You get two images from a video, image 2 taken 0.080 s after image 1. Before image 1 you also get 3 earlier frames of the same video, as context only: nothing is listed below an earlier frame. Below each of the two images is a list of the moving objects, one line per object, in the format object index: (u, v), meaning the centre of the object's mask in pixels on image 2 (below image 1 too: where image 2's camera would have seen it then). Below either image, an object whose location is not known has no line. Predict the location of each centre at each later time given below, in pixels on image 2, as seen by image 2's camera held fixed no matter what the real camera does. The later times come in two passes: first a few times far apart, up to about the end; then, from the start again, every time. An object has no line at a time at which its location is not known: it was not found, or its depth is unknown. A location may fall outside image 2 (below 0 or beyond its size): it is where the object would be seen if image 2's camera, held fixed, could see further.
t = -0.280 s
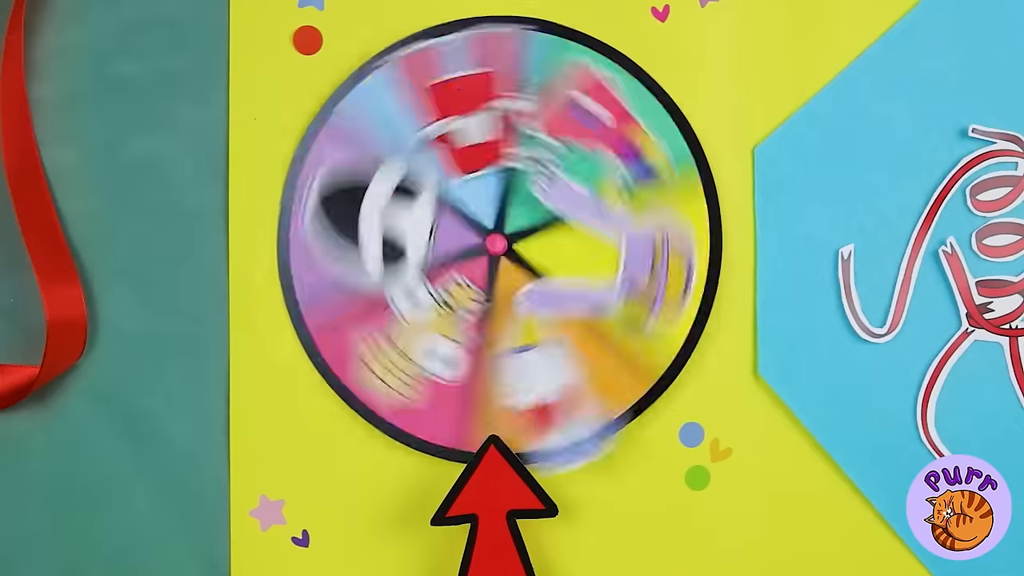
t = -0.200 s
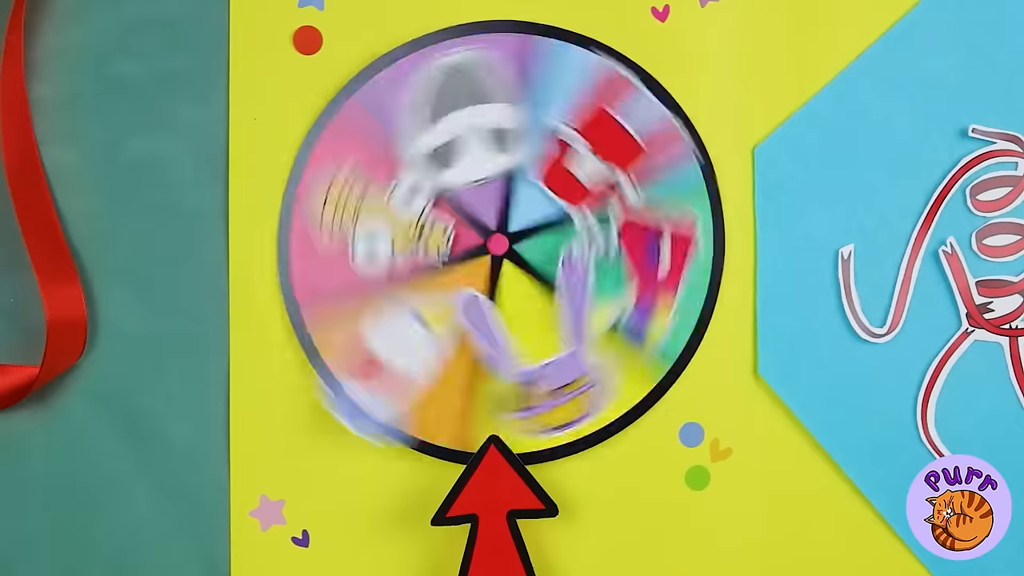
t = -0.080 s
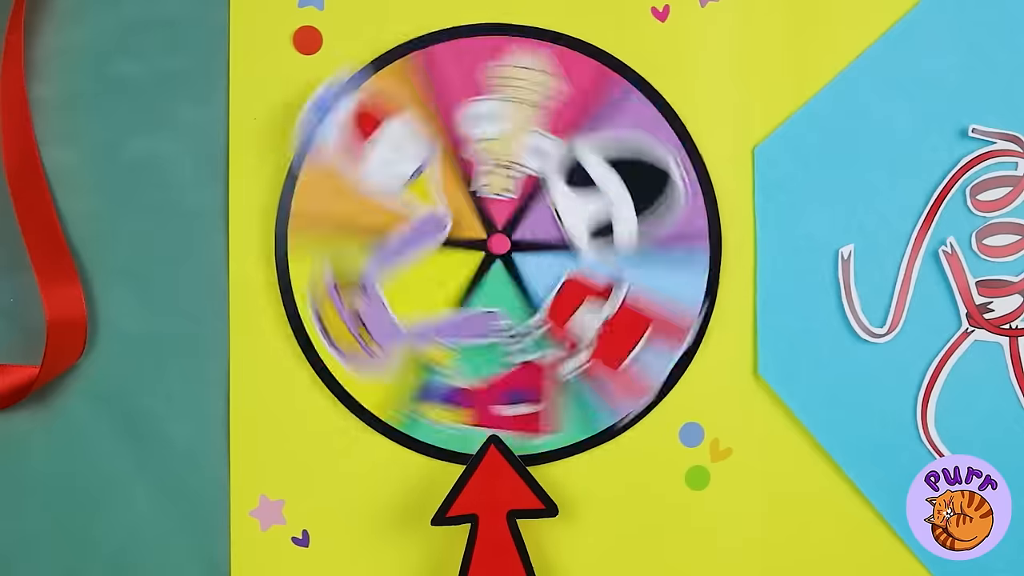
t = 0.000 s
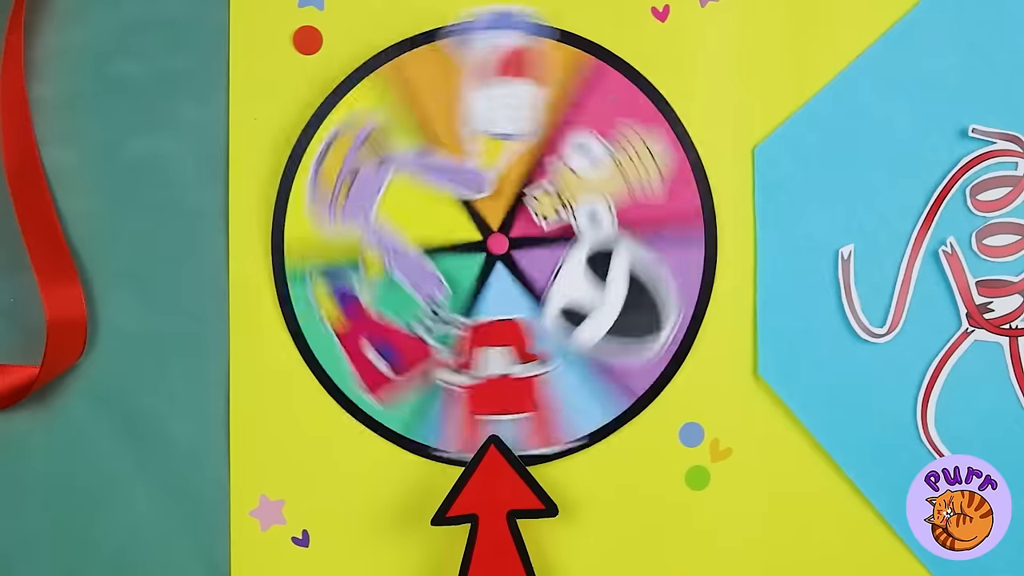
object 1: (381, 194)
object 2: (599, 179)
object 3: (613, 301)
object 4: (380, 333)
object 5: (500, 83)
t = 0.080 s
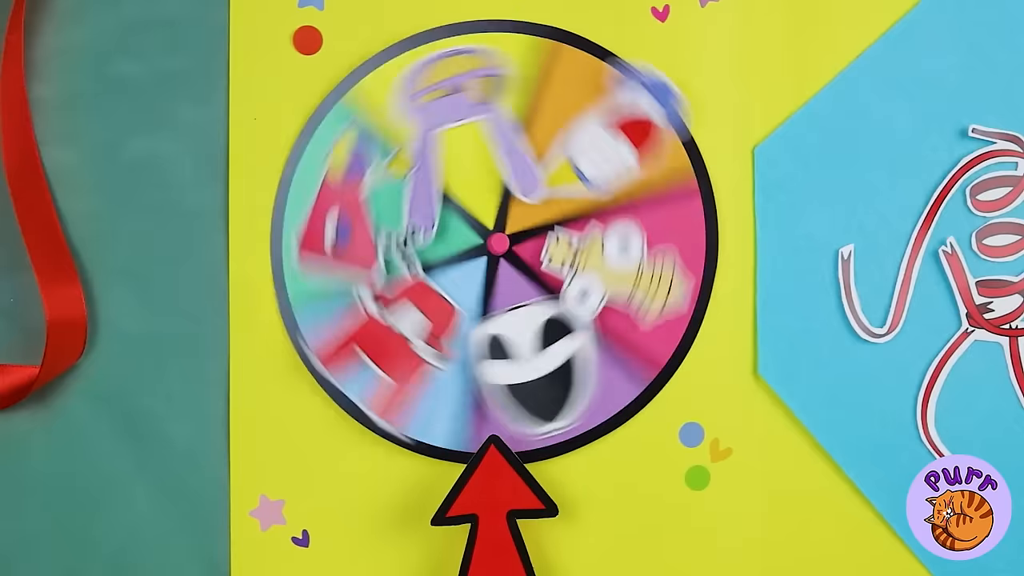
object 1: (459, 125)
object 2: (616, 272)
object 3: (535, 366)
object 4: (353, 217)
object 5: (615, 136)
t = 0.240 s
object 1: (608, 187)
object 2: (486, 365)
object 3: (382, 300)
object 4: (510, 99)
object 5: (622, 341)
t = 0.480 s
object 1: (545, 361)
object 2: (379, 223)
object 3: (457, 124)
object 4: (641, 264)
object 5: (390, 365)
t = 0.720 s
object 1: (411, 336)
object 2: (470, 126)
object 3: (591, 157)
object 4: (543, 383)
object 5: (344, 192)
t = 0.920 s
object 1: (371, 253)
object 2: (557, 138)
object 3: (625, 242)
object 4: (435, 376)
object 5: (420, 102)
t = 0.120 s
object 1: (505, 119)
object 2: (597, 313)
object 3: (488, 371)
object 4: (374, 165)
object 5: (645, 185)
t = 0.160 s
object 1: (547, 130)
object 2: (566, 346)
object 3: (441, 361)
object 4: (414, 125)
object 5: (653, 242)
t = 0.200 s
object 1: (582, 154)
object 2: (526, 362)
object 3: (405, 334)
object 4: (459, 103)
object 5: (645, 294)
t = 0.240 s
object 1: (608, 187)
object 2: (486, 365)
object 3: (382, 300)
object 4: (510, 99)
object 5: (622, 341)
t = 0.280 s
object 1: (621, 223)
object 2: (448, 356)
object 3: (372, 260)
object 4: (553, 109)
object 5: (588, 377)
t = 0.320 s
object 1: (621, 261)
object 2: (416, 337)
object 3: (373, 220)
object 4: (589, 132)
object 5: (543, 399)
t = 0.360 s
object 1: (611, 297)
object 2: (394, 311)
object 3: (386, 187)
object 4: (617, 161)
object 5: (501, 395)
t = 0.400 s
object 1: (594, 324)
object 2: (382, 282)
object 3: (405, 159)
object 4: (634, 194)
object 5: (457, 397)
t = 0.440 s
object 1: (570, 346)
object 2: (376, 252)
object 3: (430, 138)
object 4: (643, 230)
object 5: (421, 388)
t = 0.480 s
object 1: (545, 361)
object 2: (379, 223)
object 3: (457, 124)
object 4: (641, 264)
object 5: (390, 365)
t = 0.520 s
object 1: (522, 368)
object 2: (386, 197)
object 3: (484, 118)
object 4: (634, 294)
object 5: (366, 339)
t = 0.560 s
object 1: (494, 371)
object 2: (399, 175)
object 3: (511, 118)
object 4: (622, 320)
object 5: (350, 310)
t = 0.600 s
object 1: (469, 367)
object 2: (415, 156)
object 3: (535, 122)
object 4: (604, 342)
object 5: (339, 277)
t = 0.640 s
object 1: (446, 359)
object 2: (432, 142)
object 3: (556, 132)
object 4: (585, 360)
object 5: (335, 247)
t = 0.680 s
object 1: (426, 349)
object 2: (451, 132)
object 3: (574, 143)
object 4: (564, 374)
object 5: (338, 218)
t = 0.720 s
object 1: (411, 336)
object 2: (470, 126)
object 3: (591, 157)
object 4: (543, 383)
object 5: (344, 192)
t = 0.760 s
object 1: (397, 321)
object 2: (490, 123)
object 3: (603, 173)
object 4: (520, 388)
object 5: (355, 168)
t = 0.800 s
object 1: (387, 306)
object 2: (510, 123)
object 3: (613, 191)
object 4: (495, 389)
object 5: (369, 147)
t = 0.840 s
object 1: (378, 286)
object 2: (528, 127)
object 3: (620, 208)
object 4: (474, 387)
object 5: (385, 128)
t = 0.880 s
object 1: (373, 270)
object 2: (544, 132)
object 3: (624, 226)
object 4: (453, 383)
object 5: (403, 113)
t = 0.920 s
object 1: (371, 253)
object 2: (557, 138)
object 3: (625, 242)
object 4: (435, 376)
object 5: (420, 102)
